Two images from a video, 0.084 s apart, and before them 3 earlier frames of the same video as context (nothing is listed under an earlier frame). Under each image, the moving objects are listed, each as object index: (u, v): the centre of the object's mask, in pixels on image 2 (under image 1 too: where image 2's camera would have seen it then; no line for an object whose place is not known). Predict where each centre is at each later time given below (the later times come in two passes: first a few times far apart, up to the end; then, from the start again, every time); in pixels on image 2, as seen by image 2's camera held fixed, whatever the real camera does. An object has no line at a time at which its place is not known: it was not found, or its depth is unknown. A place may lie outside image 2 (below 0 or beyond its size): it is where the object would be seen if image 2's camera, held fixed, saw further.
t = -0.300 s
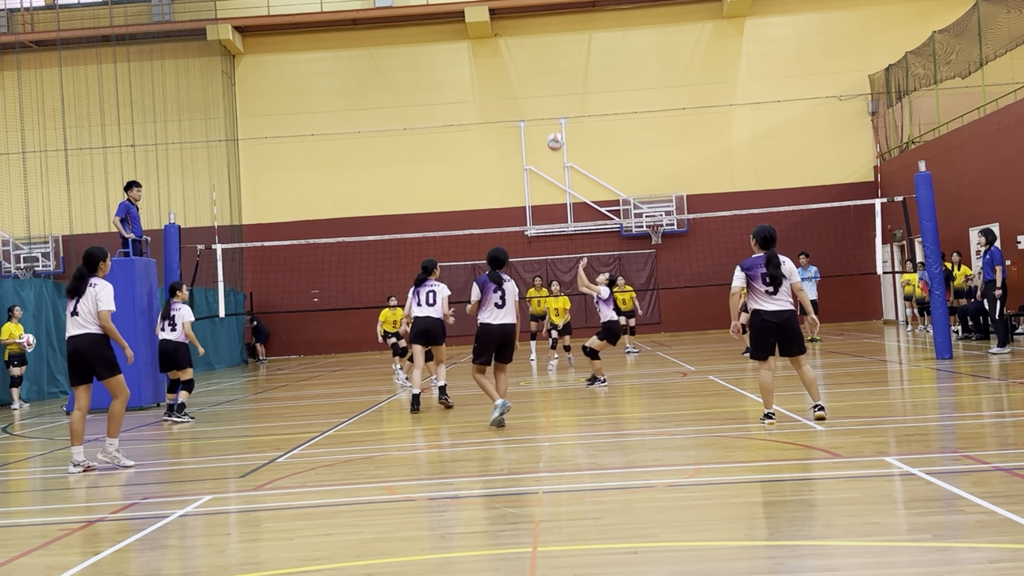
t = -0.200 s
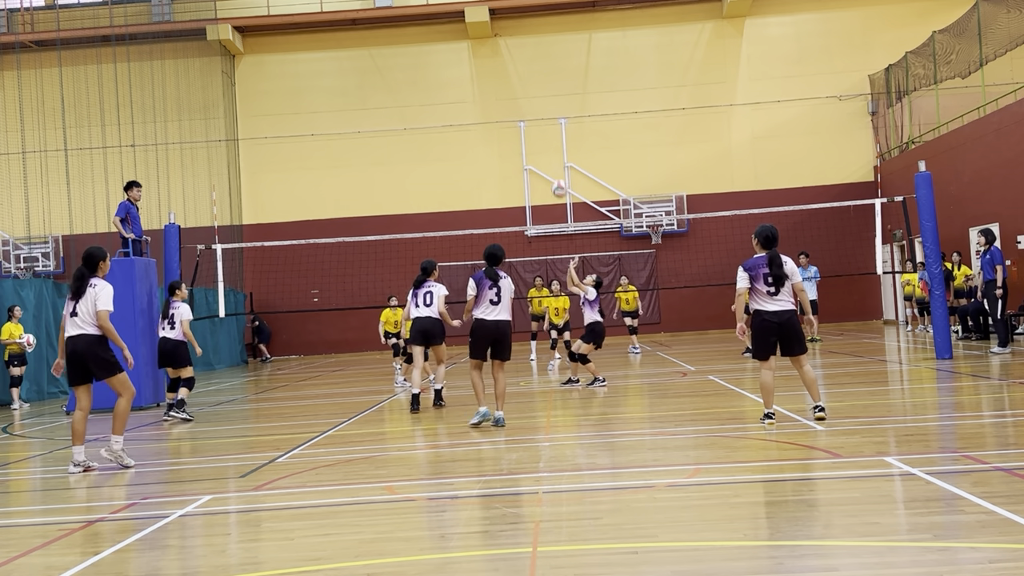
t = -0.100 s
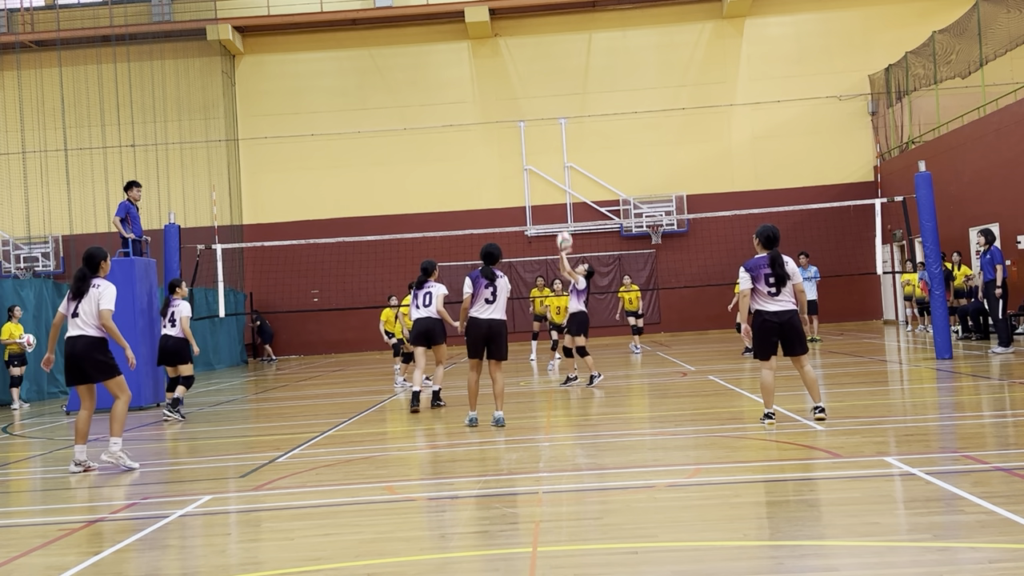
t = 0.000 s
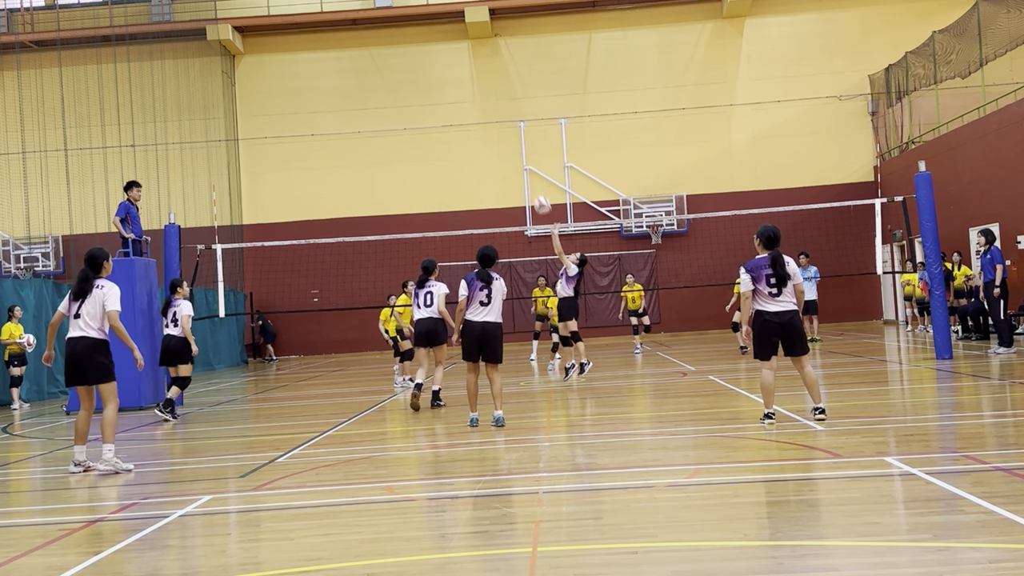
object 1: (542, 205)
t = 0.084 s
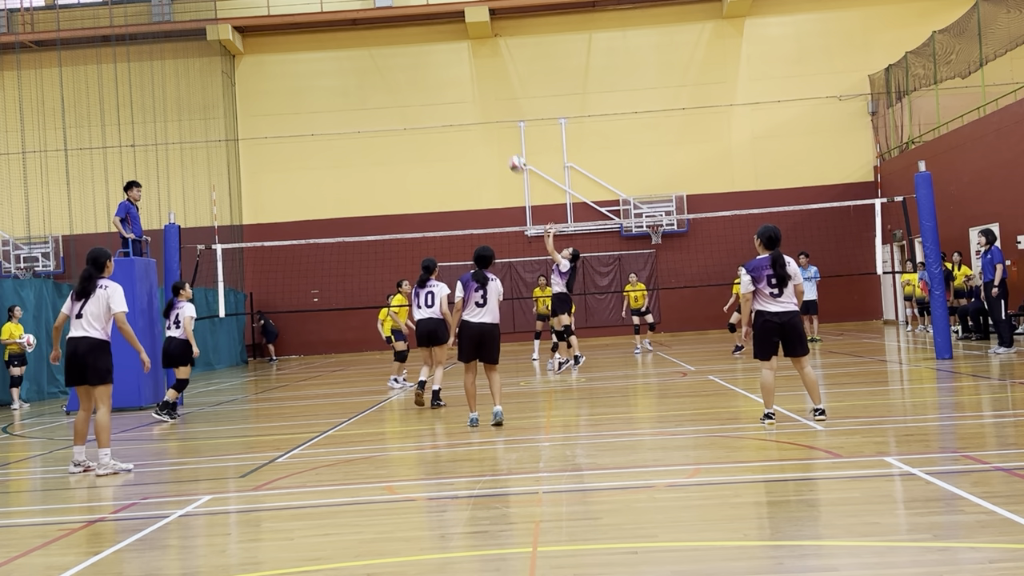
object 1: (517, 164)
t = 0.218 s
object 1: (479, 113)
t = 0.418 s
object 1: (426, 64)
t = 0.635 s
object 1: (373, 47)
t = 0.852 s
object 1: (324, 68)
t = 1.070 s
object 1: (280, 123)
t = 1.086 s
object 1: (277, 128)
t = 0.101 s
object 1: (512, 157)
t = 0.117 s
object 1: (507, 150)
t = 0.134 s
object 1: (503, 143)
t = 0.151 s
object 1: (498, 136)
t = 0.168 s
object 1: (493, 130)
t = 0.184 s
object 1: (489, 124)
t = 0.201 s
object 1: (484, 118)
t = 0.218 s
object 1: (479, 113)
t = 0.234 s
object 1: (475, 107)
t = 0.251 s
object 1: (470, 102)
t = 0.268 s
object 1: (466, 98)
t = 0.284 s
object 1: (461, 93)
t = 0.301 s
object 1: (456, 88)
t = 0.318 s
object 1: (452, 84)
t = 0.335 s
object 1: (447, 80)
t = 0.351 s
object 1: (443, 76)
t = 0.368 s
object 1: (439, 73)
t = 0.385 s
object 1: (434, 70)
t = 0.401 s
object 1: (430, 67)
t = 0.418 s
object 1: (426, 64)
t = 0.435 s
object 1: (422, 61)
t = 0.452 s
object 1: (418, 59)
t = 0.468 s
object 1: (414, 57)
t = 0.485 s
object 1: (410, 55)
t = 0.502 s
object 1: (406, 53)
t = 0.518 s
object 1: (402, 52)
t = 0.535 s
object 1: (397, 50)
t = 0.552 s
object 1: (393, 49)
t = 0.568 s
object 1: (389, 49)
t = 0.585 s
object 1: (385, 48)
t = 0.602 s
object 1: (381, 47)
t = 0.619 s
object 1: (377, 47)
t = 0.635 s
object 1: (373, 47)
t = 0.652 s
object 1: (369, 48)
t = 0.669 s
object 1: (366, 48)
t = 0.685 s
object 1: (362, 49)
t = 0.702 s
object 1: (358, 50)
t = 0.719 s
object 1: (354, 51)
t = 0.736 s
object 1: (350, 52)
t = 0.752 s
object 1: (346, 54)
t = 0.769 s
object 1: (343, 56)
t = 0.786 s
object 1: (339, 57)
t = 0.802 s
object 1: (335, 60)
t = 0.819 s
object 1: (332, 62)
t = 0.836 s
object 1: (328, 65)
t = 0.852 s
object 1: (324, 68)
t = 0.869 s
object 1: (321, 71)
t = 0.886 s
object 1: (317, 74)
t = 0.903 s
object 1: (314, 78)
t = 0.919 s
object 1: (310, 81)
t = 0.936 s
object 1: (307, 85)
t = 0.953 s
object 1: (303, 89)
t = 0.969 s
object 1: (300, 94)
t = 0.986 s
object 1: (297, 98)
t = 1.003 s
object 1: (293, 103)
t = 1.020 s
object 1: (290, 107)
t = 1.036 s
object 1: (287, 112)
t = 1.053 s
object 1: (283, 118)
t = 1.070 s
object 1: (280, 123)
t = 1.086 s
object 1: (277, 128)
